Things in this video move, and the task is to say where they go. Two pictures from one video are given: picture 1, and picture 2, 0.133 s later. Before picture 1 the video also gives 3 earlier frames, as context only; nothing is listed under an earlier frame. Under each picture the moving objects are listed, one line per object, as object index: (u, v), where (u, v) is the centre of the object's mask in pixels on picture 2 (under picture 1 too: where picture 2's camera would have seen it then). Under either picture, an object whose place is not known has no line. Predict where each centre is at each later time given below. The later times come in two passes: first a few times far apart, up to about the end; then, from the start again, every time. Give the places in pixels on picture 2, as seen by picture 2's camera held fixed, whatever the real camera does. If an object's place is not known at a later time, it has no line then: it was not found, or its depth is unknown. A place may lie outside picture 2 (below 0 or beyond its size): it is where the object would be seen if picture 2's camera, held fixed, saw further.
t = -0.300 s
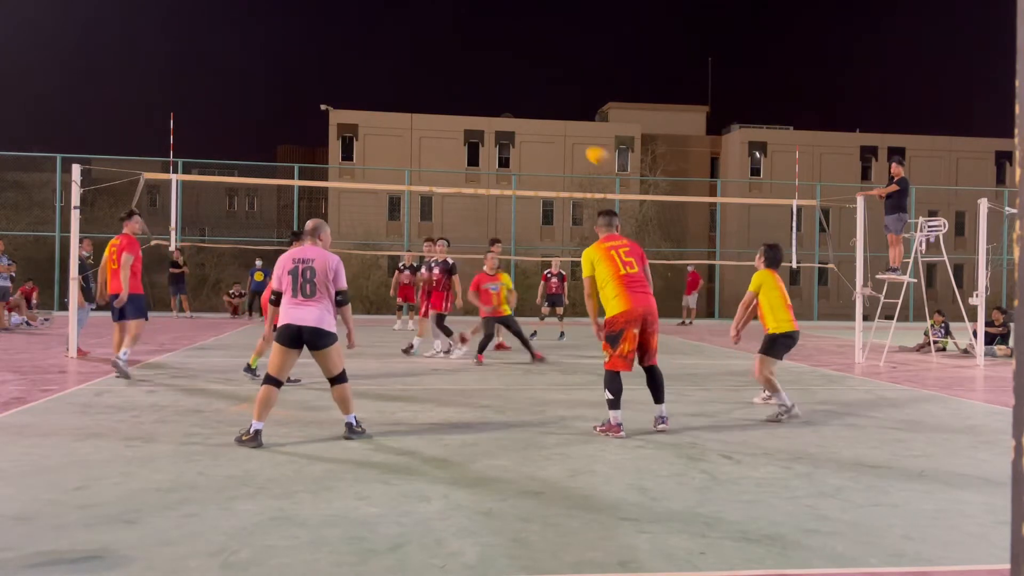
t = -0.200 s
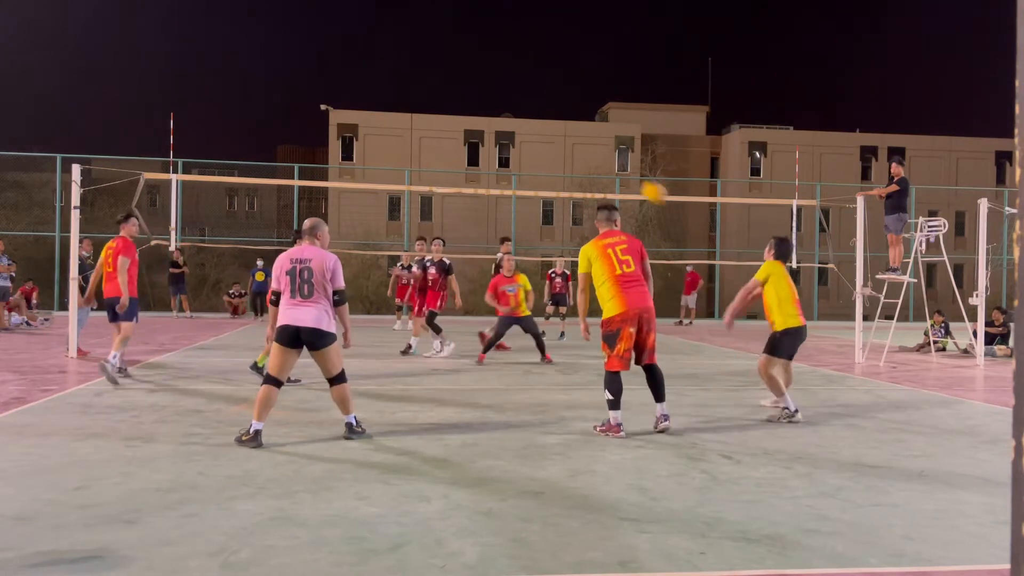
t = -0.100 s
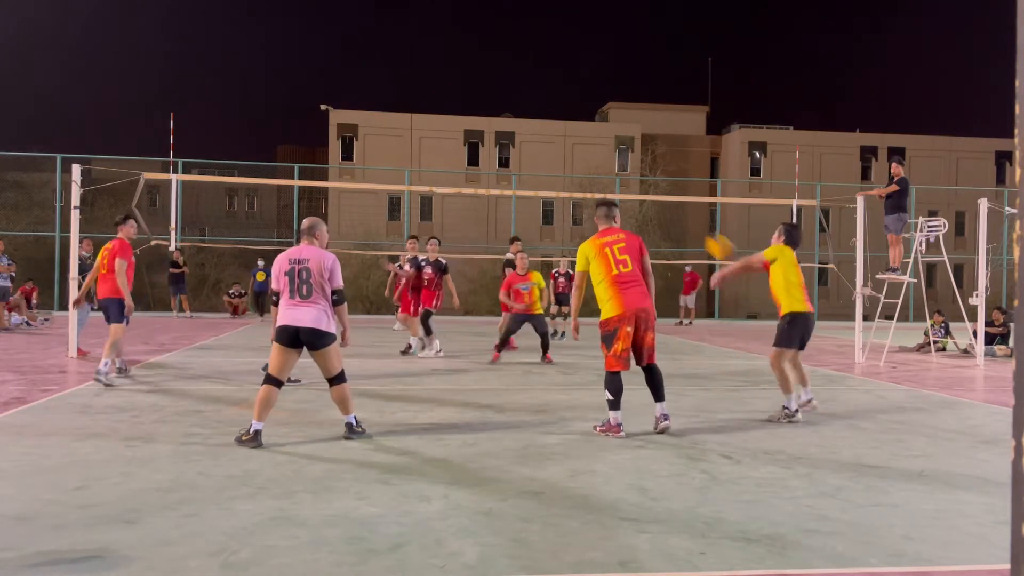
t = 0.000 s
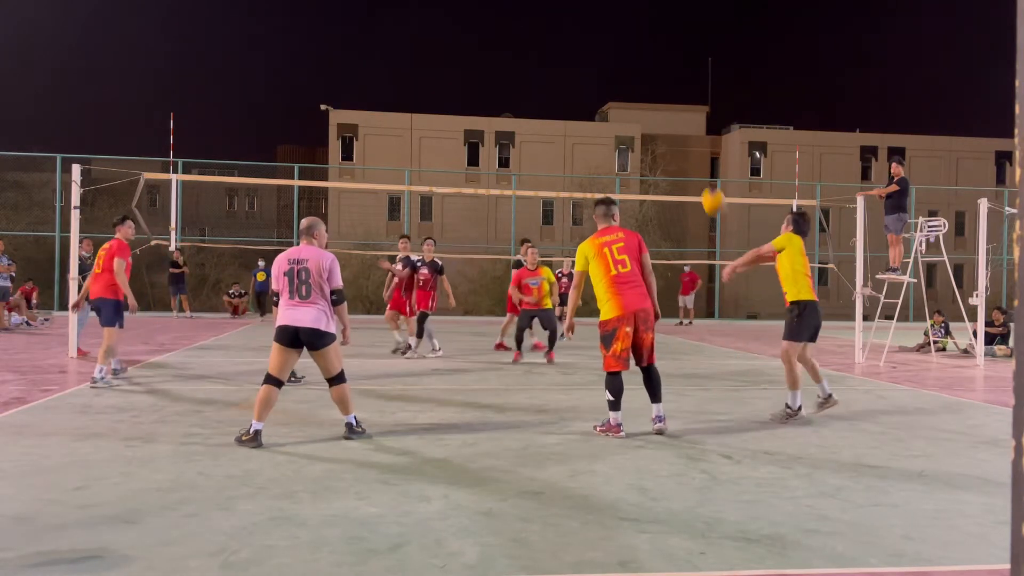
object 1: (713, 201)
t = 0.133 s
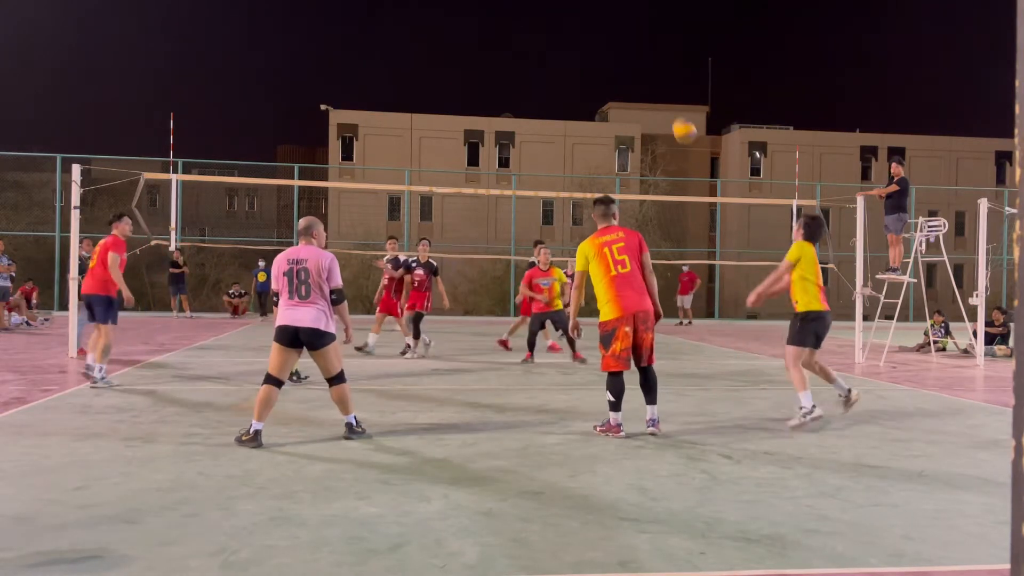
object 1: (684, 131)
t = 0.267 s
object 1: (657, 84)
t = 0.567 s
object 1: (605, 53)
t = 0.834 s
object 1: (566, 91)
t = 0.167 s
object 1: (676, 114)
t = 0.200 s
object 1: (670, 103)
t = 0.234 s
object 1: (664, 93)
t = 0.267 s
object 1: (657, 84)
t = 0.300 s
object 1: (651, 76)
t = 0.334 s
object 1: (645, 69)
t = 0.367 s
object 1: (639, 64)
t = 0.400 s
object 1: (633, 59)
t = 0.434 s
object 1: (627, 56)
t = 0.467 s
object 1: (621, 54)
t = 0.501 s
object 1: (616, 53)
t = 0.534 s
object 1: (610, 53)
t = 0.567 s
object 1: (605, 53)
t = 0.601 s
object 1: (600, 55)
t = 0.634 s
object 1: (595, 58)
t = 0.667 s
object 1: (590, 61)
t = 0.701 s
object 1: (585, 65)
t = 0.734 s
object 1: (580, 71)
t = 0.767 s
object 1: (575, 77)
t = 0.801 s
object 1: (571, 83)
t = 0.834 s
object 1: (566, 91)
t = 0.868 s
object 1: (562, 99)
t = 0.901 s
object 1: (558, 108)
